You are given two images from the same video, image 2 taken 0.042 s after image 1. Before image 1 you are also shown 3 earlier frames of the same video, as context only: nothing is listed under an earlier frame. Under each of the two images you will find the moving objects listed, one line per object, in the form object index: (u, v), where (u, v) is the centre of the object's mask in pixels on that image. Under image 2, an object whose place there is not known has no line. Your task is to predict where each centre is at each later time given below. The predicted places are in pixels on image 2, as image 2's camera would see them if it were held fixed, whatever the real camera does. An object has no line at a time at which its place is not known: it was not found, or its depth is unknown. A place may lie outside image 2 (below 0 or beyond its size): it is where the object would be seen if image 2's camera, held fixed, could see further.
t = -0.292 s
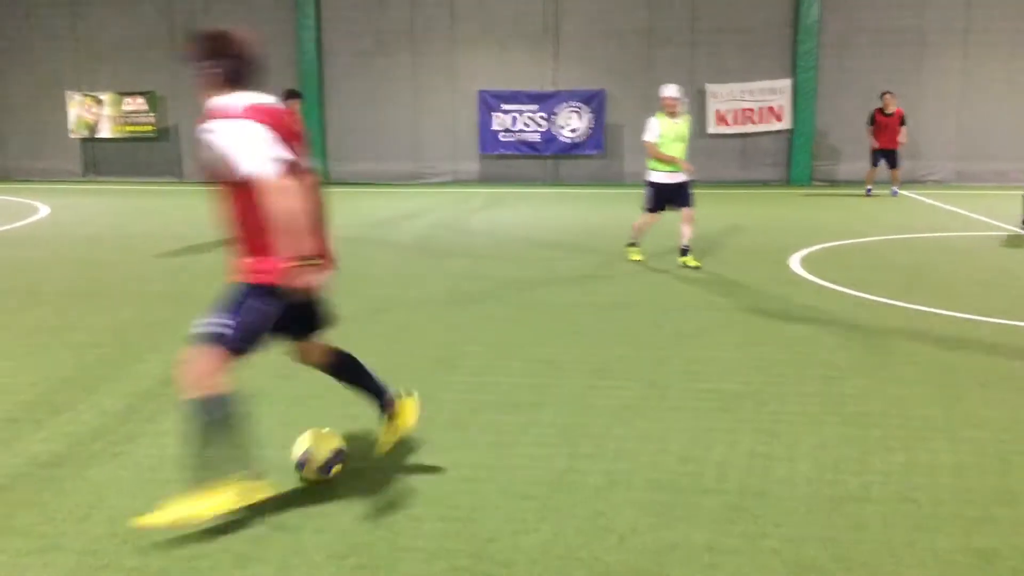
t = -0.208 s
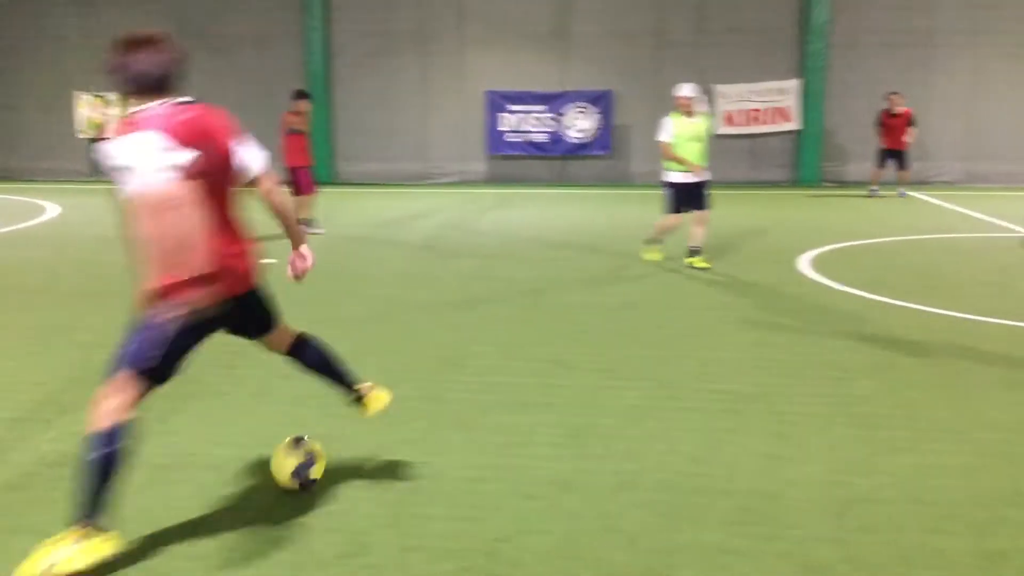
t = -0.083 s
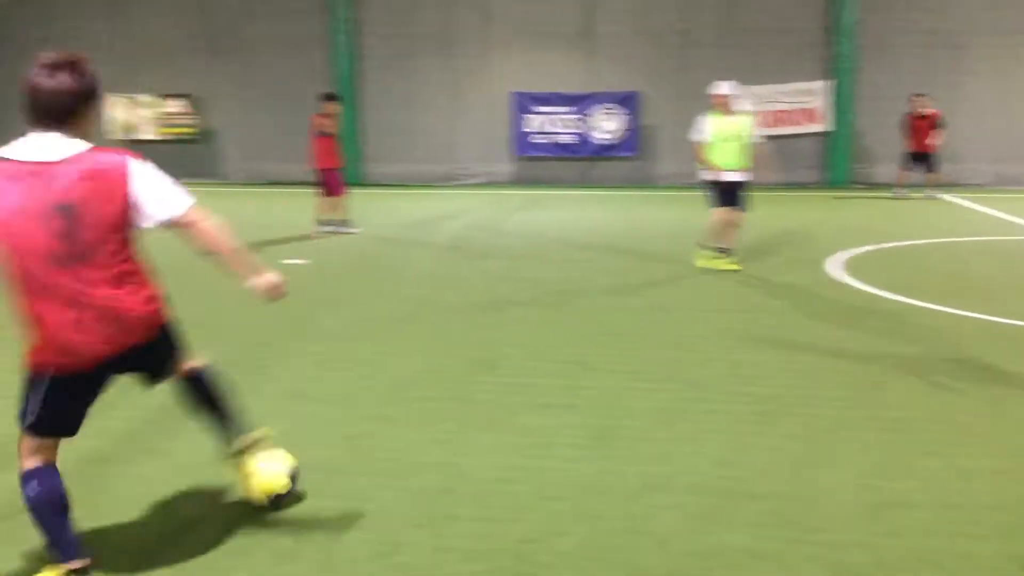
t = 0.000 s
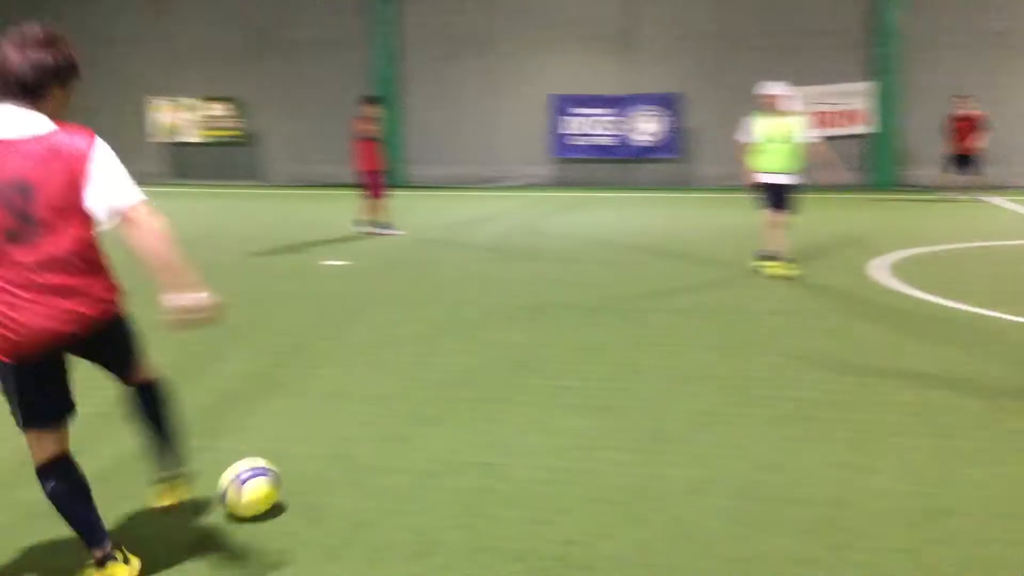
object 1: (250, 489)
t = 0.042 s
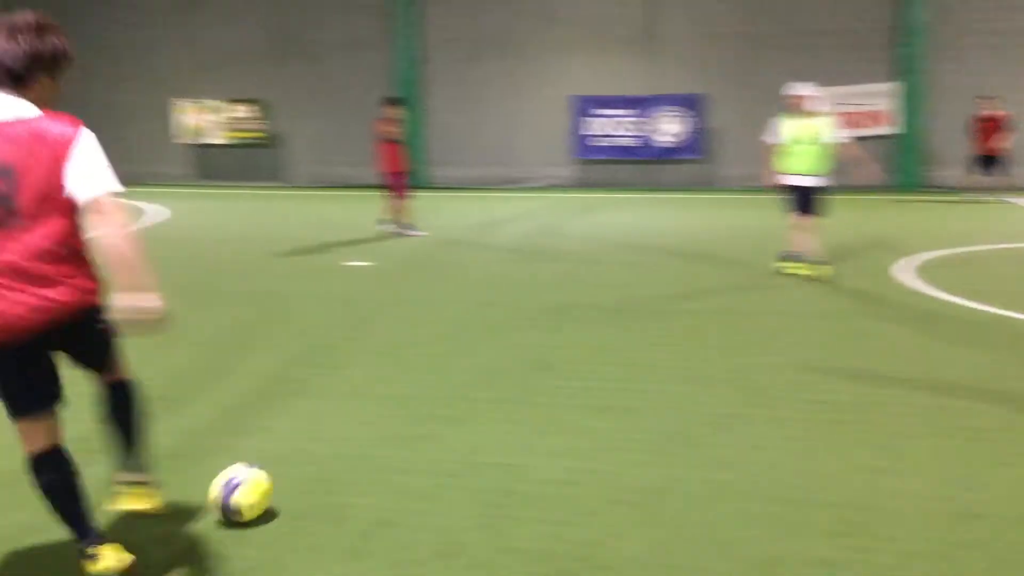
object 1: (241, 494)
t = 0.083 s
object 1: (207, 501)
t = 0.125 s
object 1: (169, 506)
